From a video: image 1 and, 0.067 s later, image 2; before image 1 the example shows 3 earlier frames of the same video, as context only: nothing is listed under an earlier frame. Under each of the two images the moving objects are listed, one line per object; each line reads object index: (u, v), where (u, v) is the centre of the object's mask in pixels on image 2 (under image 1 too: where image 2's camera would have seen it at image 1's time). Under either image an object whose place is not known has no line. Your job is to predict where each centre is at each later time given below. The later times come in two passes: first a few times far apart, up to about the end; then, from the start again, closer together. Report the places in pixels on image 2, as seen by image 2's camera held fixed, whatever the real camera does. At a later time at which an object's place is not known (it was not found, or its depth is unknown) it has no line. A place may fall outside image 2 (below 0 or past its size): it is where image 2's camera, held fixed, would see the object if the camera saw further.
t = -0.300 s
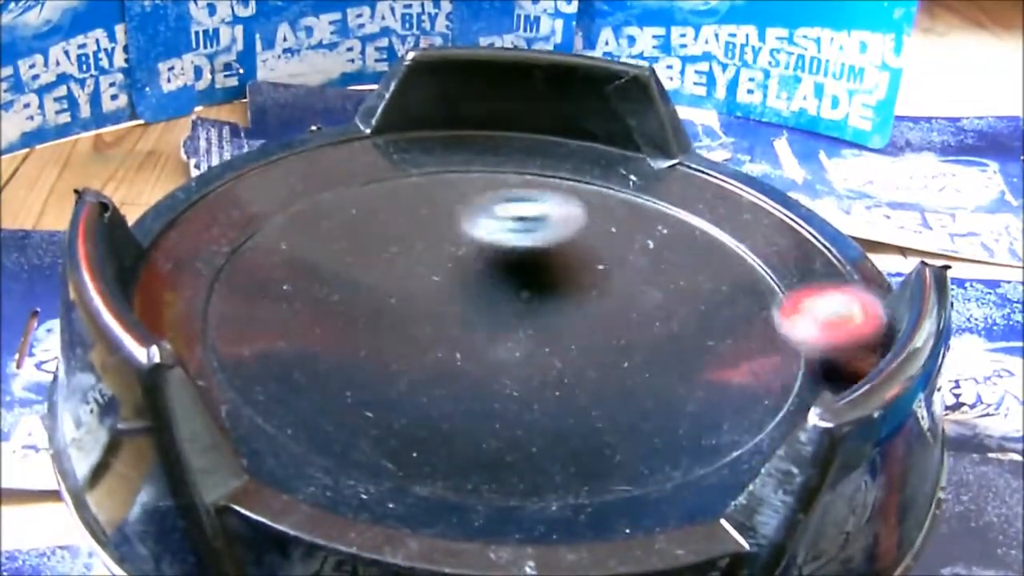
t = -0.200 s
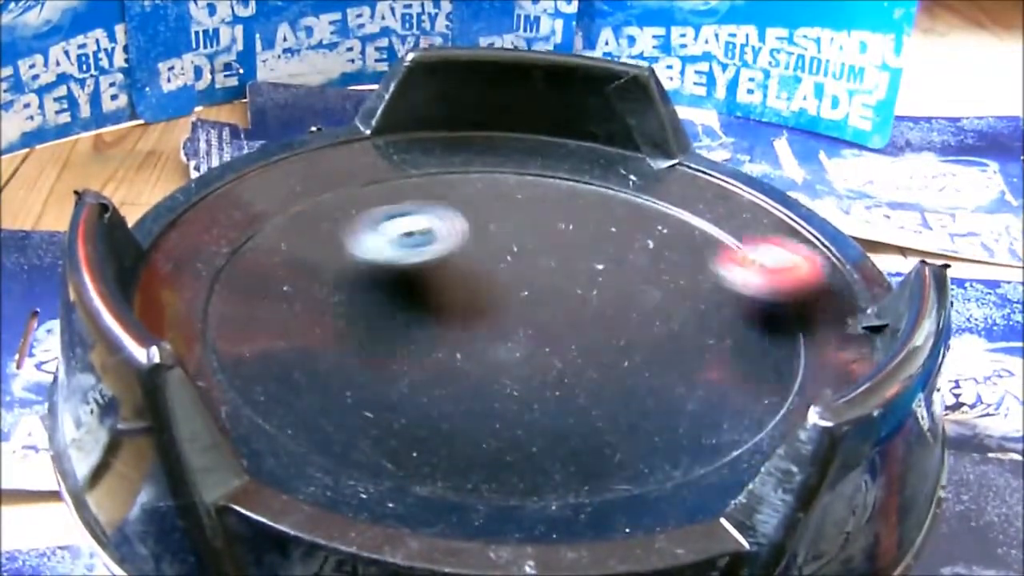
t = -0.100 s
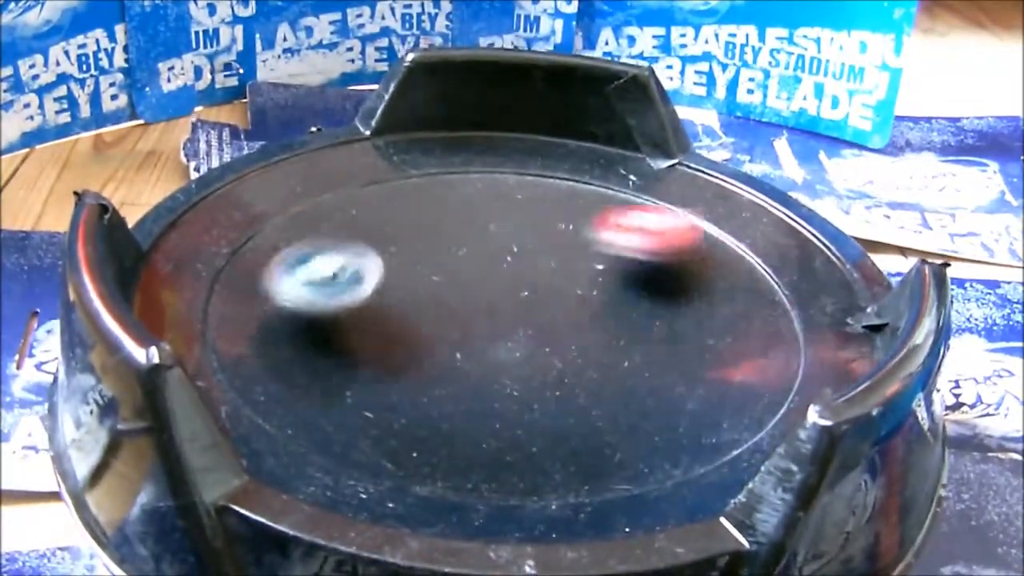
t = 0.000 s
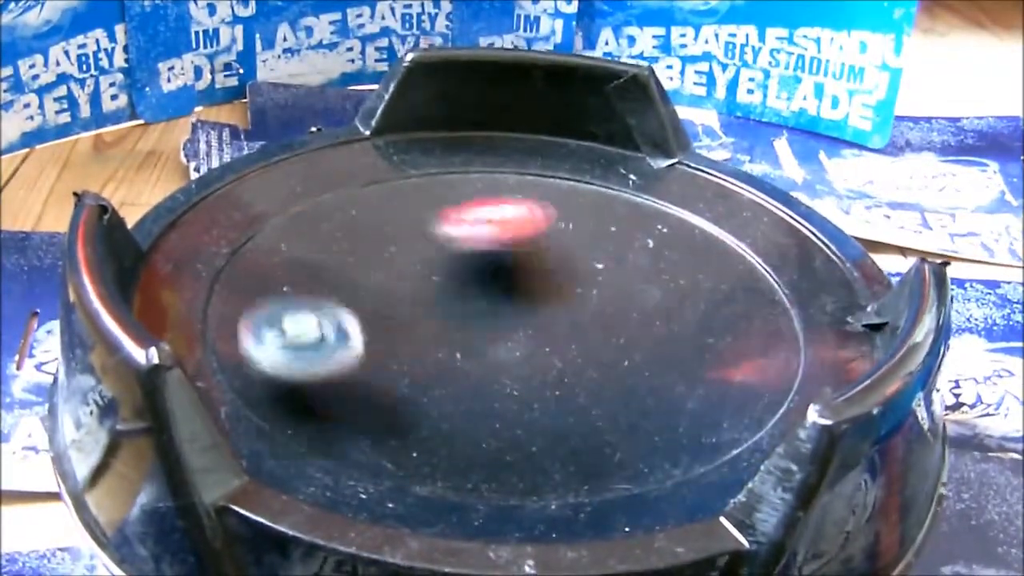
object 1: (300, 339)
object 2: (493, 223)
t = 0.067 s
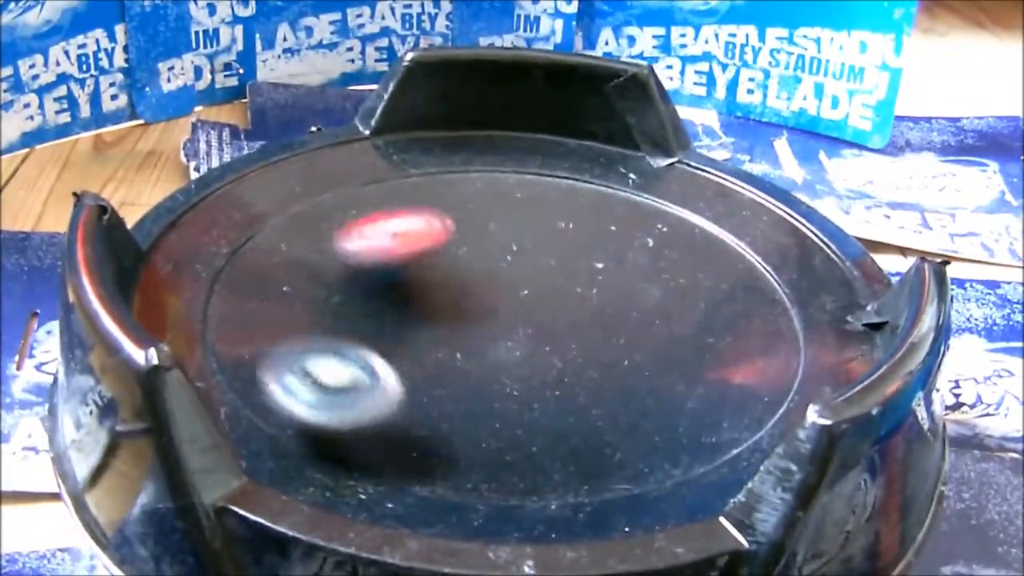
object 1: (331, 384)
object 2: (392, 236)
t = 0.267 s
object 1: (579, 433)
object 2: (260, 361)
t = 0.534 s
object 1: (649, 276)
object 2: (595, 452)
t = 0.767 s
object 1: (425, 199)
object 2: (663, 297)
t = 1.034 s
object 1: (241, 288)
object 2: (335, 181)
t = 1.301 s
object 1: (542, 392)
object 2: (196, 304)
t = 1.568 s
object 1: (650, 244)
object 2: (593, 381)
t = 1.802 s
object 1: (456, 169)
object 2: (647, 198)
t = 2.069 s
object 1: (340, 308)
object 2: (382, 139)
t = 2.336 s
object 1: (648, 375)
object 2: (347, 336)
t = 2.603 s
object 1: (702, 237)
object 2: (764, 348)
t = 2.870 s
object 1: (435, 226)
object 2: (645, 188)
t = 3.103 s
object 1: (370, 360)
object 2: (379, 252)
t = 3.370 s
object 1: (663, 402)
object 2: (517, 443)
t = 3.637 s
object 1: (639, 267)
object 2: (749, 330)
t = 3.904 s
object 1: (372, 237)
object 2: (481, 230)
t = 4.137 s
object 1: (261, 349)
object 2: (310, 287)
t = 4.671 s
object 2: (435, 231)
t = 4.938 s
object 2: (245, 244)
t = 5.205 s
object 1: (518, 234)
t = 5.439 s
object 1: (343, 245)
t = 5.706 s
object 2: (533, 166)
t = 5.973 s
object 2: (349, 206)
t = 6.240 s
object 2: (495, 233)
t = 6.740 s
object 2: (530, 168)
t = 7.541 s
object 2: (511, 192)
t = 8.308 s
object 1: (530, 378)
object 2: (538, 236)
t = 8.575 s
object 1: (529, 370)
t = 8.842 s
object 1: (584, 353)
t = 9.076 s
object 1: (505, 378)
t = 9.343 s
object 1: (528, 357)
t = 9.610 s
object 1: (588, 359)
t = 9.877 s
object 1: (577, 335)
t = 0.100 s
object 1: (359, 404)
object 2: (346, 248)
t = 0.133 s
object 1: (396, 421)
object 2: (308, 266)
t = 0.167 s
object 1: (441, 434)
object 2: (277, 287)
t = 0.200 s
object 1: (489, 441)
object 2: (255, 310)
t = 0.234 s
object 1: (536, 440)
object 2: (242, 336)
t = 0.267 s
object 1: (579, 433)
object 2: (260, 361)
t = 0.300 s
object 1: (619, 420)
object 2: (298, 393)
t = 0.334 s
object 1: (649, 405)
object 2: (339, 420)
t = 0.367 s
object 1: (672, 385)
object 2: (377, 442)
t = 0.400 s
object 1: (685, 364)
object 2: (420, 457)
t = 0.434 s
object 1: (688, 341)
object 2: (467, 466)
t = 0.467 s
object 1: (683, 319)
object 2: (511, 467)
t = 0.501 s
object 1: (669, 296)
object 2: (554, 463)
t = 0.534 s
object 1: (649, 276)
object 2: (595, 452)
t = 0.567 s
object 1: (625, 258)
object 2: (631, 438)
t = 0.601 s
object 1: (596, 242)
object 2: (658, 422)
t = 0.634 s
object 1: (566, 229)
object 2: (679, 400)
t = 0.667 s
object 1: (532, 218)
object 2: (691, 375)
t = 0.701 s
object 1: (497, 209)
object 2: (690, 347)
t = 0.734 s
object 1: (460, 203)
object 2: (682, 324)
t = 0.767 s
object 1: (425, 199)
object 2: (663, 297)
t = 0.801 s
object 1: (388, 199)
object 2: (636, 273)
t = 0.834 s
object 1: (353, 203)
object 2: (603, 250)
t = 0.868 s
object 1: (322, 209)
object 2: (564, 230)
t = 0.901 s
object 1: (294, 219)
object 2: (520, 212)
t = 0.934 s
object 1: (269, 232)
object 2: (476, 200)
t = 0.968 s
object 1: (250, 248)
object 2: (429, 189)
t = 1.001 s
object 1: (239, 267)
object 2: (382, 183)
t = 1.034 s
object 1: (241, 288)
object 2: (335, 181)
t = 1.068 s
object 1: (251, 311)
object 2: (293, 183)
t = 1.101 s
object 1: (271, 333)
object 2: (258, 193)
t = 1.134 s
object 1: (303, 355)
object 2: (230, 210)
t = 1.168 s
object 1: (345, 374)
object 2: (202, 228)
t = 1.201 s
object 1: (390, 388)
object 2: (187, 244)
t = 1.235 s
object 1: (444, 396)
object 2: (178, 261)
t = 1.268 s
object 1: (495, 398)
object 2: (182, 283)
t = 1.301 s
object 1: (542, 392)
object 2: (196, 304)
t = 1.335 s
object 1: (584, 381)
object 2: (222, 326)
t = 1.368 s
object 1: (617, 365)
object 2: (258, 353)
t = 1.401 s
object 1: (643, 347)
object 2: (308, 374)
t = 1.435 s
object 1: (660, 327)
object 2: (363, 389)
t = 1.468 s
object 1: (668, 305)
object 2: (425, 401)
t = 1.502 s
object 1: (670, 284)
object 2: (487, 402)
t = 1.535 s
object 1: (664, 264)
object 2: (543, 396)
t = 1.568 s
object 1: (650, 244)
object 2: (593, 381)
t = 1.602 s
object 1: (632, 225)
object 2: (633, 359)
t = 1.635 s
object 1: (612, 209)
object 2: (660, 333)
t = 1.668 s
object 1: (587, 195)
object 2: (676, 306)
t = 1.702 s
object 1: (558, 183)
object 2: (681, 277)
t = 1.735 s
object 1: (525, 174)
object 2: (676, 250)
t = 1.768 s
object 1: (493, 169)
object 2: (665, 222)
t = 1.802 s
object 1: (456, 169)
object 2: (647, 198)
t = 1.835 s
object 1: (426, 173)
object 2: (623, 177)
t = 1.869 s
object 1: (393, 182)
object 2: (595, 158)
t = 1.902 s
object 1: (366, 194)
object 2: (558, 144)
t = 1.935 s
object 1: (346, 210)
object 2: (516, 137)
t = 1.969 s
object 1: (331, 232)
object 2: (476, 134)
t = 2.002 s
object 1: (323, 255)
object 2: (441, 130)
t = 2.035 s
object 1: (327, 282)
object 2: (411, 132)
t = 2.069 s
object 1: (340, 308)
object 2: (382, 139)
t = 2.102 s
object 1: (362, 332)
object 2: (357, 149)
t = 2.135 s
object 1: (392, 354)
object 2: (332, 166)
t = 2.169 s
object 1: (432, 372)
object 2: (310, 188)
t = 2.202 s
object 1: (477, 385)
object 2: (297, 212)
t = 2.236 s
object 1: (522, 390)
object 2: (293, 240)
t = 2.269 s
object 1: (568, 390)
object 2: (299, 271)
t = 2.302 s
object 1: (611, 384)
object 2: (317, 304)
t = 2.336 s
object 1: (648, 375)
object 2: (347, 336)
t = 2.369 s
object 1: (681, 362)
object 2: (390, 363)
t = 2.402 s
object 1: (706, 345)
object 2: (445, 386)
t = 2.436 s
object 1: (725, 326)
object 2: (506, 400)
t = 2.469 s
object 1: (734, 307)
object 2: (569, 403)
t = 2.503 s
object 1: (737, 290)
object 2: (626, 399)
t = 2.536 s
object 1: (734, 272)
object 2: (683, 385)
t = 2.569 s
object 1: (721, 252)
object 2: (728, 369)
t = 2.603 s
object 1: (702, 237)
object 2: (764, 348)
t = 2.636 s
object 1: (677, 224)
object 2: (789, 326)
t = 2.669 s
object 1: (646, 214)
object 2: (798, 299)
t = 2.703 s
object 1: (613, 208)
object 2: (788, 273)
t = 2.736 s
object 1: (579, 204)
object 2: (764, 253)
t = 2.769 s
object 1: (540, 206)
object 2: (738, 230)
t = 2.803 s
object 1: (502, 208)
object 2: (709, 211)
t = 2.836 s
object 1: (466, 215)
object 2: (678, 196)
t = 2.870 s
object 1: (435, 226)
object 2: (645, 188)
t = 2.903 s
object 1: (404, 240)
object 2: (605, 184)
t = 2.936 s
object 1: (381, 256)
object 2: (567, 185)
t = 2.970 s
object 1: (363, 275)
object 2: (524, 190)
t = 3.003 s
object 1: (352, 295)
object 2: (481, 201)
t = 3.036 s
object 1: (350, 317)
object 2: (443, 214)
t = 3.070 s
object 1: (356, 338)
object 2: (407, 232)
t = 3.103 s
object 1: (370, 360)
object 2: (379, 252)
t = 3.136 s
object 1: (393, 380)
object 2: (358, 277)
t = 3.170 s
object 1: (422, 397)
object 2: (347, 305)
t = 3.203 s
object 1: (461, 411)
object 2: (349, 334)
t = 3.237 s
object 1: (500, 420)
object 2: (361, 361)
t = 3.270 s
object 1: (546, 424)
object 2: (389, 389)
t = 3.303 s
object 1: (589, 421)
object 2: (424, 412)
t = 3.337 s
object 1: (629, 413)
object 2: (468, 430)
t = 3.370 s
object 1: (663, 402)
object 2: (517, 443)
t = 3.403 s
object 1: (687, 387)
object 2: (569, 447)
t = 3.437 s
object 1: (704, 369)
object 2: (623, 440)
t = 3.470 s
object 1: (712, 350)
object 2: (671, 426)
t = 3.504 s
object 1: (711, 333)
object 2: (708, 410)
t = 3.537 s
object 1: (702, 313)
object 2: (734, 390)
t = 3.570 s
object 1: (687, 297)
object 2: (750, 370)
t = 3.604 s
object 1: (664, 281)
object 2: (754, 350)
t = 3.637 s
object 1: (639, 267)
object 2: (749, 330)
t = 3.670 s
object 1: (608, 256)
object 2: (734, 311)
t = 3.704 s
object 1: (575, 246)
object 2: (712, 293)
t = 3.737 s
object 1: (541, 238)
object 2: (684, 277)
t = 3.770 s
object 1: (506, 231)
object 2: (649, 262)
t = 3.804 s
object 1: (470, 229)
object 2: (609, 250)
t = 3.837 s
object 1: (436, 229)
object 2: (567, 241)
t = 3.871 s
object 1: (403, 231)
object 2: (523, 233)
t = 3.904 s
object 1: (372, 237)
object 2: (481, 230)
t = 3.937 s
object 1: (327, 245)
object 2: (447, 229)
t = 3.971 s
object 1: (280, 254)
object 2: (420, 232)
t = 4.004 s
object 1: (242, 266)
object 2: (391, 237)
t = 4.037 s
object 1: (216, 278)
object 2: (364, 245)
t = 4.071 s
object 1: (214, 295)
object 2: (339, 258)
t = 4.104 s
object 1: (236, 321)
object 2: (320, 271)
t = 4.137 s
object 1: (261, 349)
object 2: (310, 287)
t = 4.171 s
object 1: (276, 380)
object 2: (328, 289)
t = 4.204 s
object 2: (353, 285)
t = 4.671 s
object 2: (435, 231)
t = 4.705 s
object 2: (428, 240)
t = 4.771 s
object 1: (550, 281)
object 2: (424, 262)
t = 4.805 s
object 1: (580, 276)
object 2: (374, 253)
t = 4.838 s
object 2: (328, 245)
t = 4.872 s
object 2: (295, 239)
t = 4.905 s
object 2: (267, 238)
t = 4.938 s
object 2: (245, 244)
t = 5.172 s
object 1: (543, 241)
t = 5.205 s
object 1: (518, 234)
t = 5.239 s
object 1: (492, 228)
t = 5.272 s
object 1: (464, 223)
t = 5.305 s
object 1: (435, 222)
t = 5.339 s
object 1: (410, 222)
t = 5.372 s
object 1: (384, 227)
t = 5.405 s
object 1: (361, 234)
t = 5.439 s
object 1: (343, 245)
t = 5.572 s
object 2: (613, 233)
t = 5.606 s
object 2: (599, 213)
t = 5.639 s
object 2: (580, 194)
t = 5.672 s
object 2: (557, 178)
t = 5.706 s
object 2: (533, 166)
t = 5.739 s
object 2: (508, 158)
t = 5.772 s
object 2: (480, 152)
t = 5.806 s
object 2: (454, 150)
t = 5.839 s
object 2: (428, 153)
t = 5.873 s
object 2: (403, 160)
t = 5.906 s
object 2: (381, 171)
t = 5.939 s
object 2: (362, 188)
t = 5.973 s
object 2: (349, 206)
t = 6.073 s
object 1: (570, 215)
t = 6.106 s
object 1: (463, 212)
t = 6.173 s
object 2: (752, 249)
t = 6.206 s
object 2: (644, 217)
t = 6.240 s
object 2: (495, 233)
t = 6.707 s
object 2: (611, 218)
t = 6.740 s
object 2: (530, 168)
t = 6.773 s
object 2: (429, 173)
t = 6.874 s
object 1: (531, 222)
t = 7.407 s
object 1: (469, 218)
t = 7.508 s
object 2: (607, 199)
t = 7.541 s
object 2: (511, 192)
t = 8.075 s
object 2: (391, 199)
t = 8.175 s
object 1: (519, 231)
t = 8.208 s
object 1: (436, 248)
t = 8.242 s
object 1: (398, 298)
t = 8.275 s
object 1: (435, 352)
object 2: (640, 239)
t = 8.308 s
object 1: (530, 378)
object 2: (538, 236)
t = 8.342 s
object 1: (618, 356)
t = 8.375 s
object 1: (631, 307)
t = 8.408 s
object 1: (570, 268)
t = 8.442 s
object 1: (477, 254)
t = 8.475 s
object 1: (396, 272)
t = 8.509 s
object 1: (366, 316)
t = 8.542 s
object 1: (423, 364)
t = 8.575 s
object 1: (529, 370)
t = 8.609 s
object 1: (592, 332)
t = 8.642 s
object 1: (590, 282)
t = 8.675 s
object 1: (533, 243)
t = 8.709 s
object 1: (452, 235)
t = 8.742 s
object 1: (393, 266)
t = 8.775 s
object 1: (404, 321)
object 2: (593, 235)
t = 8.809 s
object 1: (486, 359)
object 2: (520, 206)
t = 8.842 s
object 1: (584, 353)
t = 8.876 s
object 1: (633, 315)
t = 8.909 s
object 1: (606, 270)
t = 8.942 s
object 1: (526, 250)
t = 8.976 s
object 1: (444, 264)
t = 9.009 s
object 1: (398, 305)
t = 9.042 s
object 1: (419, 353)
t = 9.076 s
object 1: (505, 378)
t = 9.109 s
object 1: (586, 357)
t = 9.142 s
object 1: (601, 312)
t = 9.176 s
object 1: (555, 269)
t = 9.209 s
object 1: (476, 248)
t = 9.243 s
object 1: (401, 259)
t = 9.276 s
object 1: (375, 301)
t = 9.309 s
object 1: (431, 347)
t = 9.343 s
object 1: (528, 357)
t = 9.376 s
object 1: (598, 327)
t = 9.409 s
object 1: (606, 282)
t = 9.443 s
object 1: (535, 243)
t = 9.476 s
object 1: (456, 250)
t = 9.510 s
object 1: (410, 288)
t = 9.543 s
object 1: (426, 338)
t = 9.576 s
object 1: (503, 370)
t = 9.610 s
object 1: (588, 359)
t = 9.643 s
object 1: (616, 319)
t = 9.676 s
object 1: (575, 280)
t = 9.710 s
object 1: (495, 261)
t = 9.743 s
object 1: (419, 269)
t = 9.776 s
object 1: (381, 305)
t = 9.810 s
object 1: (417, 349)
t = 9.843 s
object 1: (509, 363)
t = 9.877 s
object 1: (577, 335)
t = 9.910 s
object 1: (587, 292)
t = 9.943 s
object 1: (543, 255)
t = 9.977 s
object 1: (469, 244)
